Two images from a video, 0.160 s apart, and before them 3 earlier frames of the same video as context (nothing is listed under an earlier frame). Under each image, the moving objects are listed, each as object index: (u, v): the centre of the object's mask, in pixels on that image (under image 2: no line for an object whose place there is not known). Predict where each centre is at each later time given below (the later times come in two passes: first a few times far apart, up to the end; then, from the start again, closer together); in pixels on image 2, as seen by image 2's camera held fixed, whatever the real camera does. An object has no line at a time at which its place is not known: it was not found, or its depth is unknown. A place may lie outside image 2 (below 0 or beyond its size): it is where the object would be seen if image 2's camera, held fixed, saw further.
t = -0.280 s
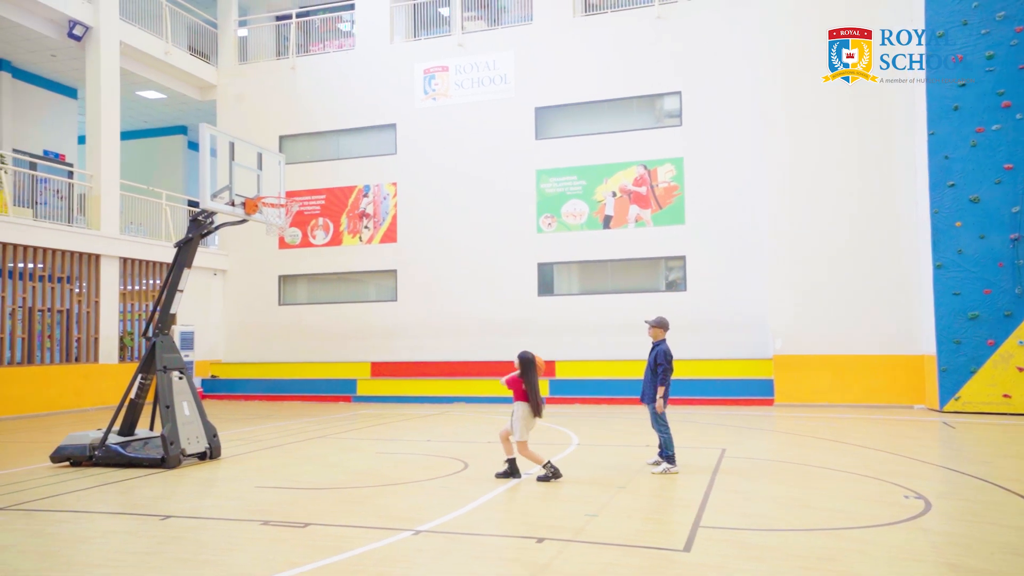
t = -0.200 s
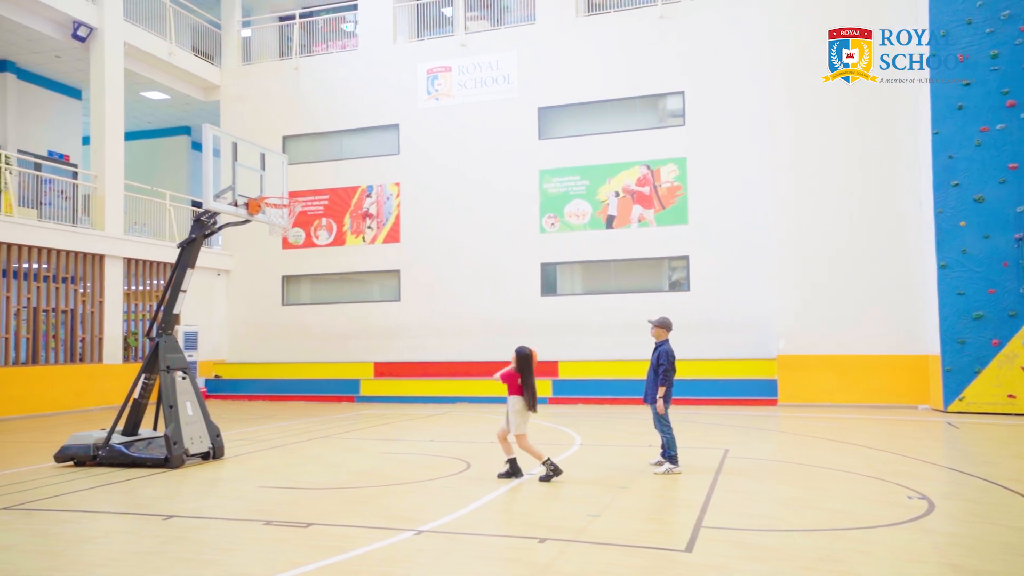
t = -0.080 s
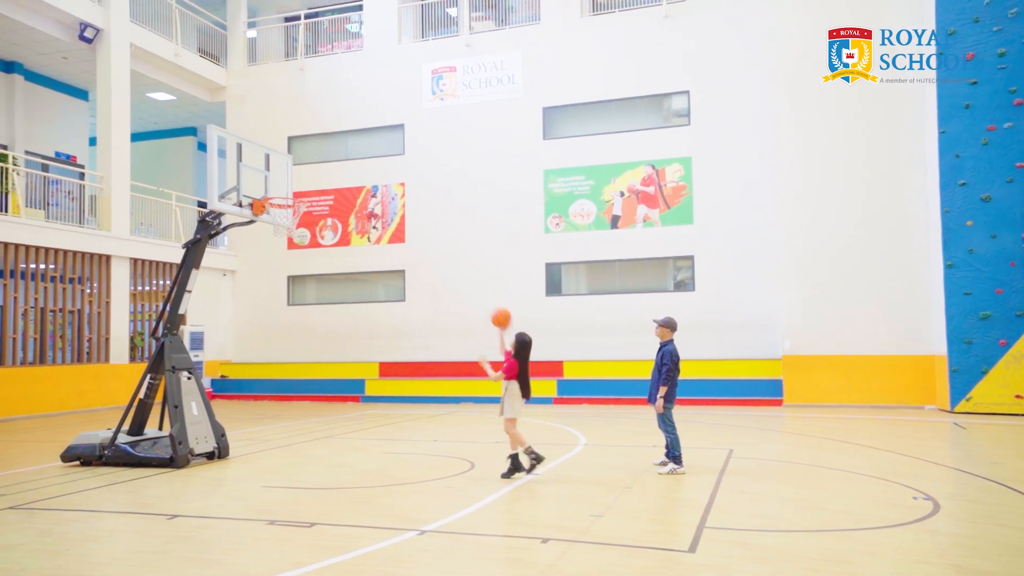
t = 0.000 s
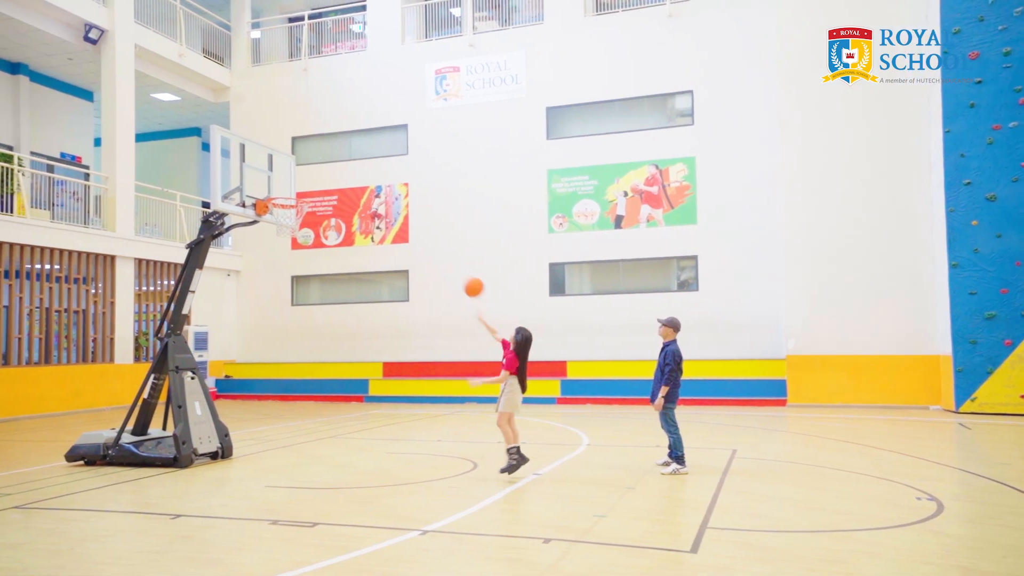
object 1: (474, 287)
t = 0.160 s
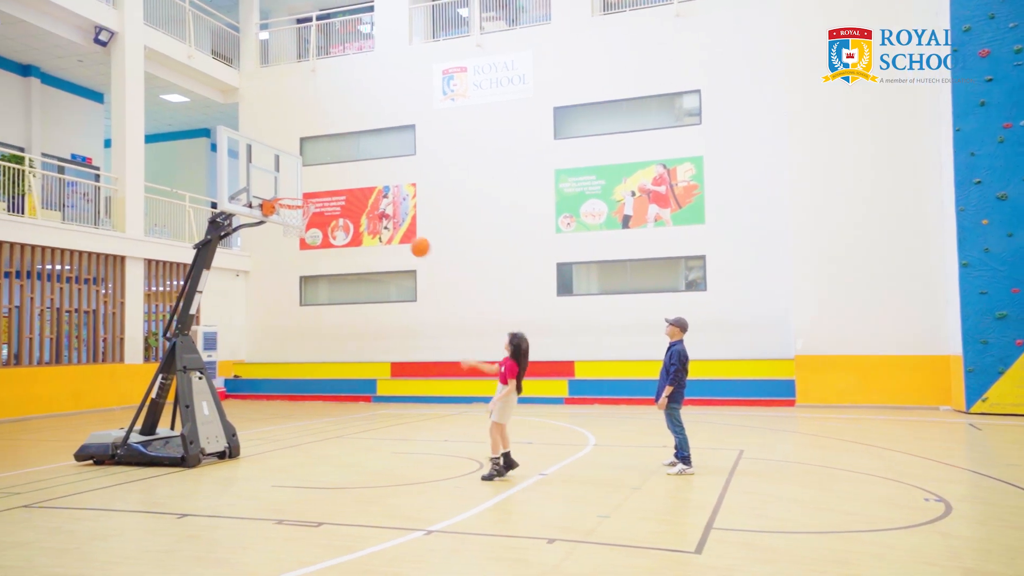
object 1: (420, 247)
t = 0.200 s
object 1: (406, 241)
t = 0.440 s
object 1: (322, 235)
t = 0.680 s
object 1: (247, 278)
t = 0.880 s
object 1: (189, 349)
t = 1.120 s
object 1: (130, 439)
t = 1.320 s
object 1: (99, 444)
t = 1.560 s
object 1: (60, 463)
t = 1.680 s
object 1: (37, 460)
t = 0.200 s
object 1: (406, 241)
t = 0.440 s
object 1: (322, 235)
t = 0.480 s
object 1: (309, 239)
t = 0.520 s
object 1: (298, 243)
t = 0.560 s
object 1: (285, 250)
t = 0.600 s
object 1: (272, 258)
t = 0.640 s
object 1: (260, 267)
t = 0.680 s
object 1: (247, 278)
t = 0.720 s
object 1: (233, 290)
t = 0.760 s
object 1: (220, 303)
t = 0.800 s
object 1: (208, 317)
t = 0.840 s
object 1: (200, 332)
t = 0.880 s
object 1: (189, 349)
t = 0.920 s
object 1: (178, 366)
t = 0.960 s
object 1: (167, 386)
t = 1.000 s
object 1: (155, 407)
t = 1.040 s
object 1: (144, 427)
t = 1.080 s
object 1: (135, 442)
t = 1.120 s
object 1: (130, 439)
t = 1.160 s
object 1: (124, 437)
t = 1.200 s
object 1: (118, 437)
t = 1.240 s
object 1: (112, 438)
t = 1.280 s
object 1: (105, 440)
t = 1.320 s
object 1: (99, 444)
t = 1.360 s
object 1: (92, 450)
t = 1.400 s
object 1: (86, 456)
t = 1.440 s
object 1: (81, 465)
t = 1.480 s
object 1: (74, 472)
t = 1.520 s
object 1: (66, 466)
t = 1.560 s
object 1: (60, 463)
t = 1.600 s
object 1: (52, 460)
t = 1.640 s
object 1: (45, 460)
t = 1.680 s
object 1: (37, 460)
